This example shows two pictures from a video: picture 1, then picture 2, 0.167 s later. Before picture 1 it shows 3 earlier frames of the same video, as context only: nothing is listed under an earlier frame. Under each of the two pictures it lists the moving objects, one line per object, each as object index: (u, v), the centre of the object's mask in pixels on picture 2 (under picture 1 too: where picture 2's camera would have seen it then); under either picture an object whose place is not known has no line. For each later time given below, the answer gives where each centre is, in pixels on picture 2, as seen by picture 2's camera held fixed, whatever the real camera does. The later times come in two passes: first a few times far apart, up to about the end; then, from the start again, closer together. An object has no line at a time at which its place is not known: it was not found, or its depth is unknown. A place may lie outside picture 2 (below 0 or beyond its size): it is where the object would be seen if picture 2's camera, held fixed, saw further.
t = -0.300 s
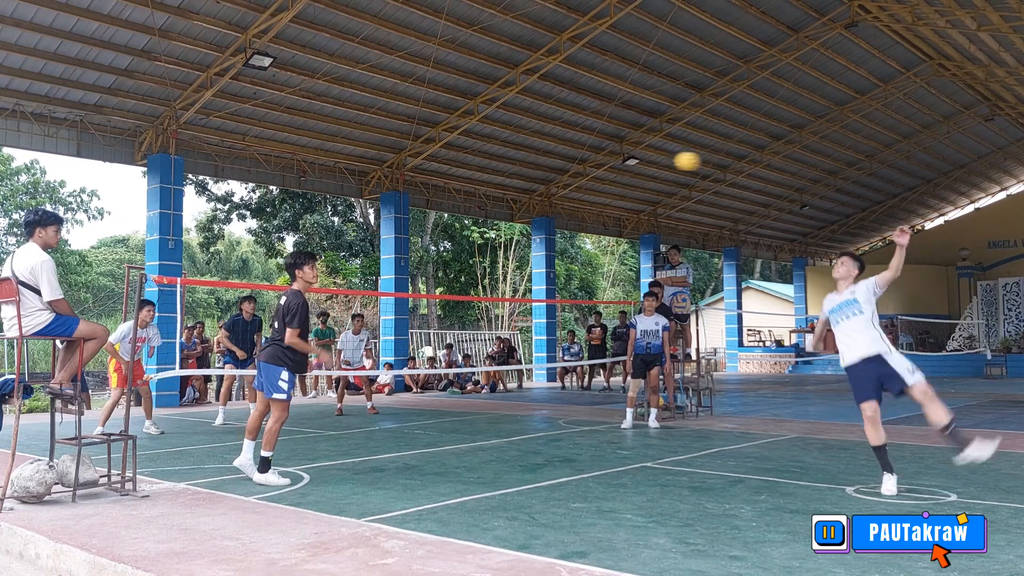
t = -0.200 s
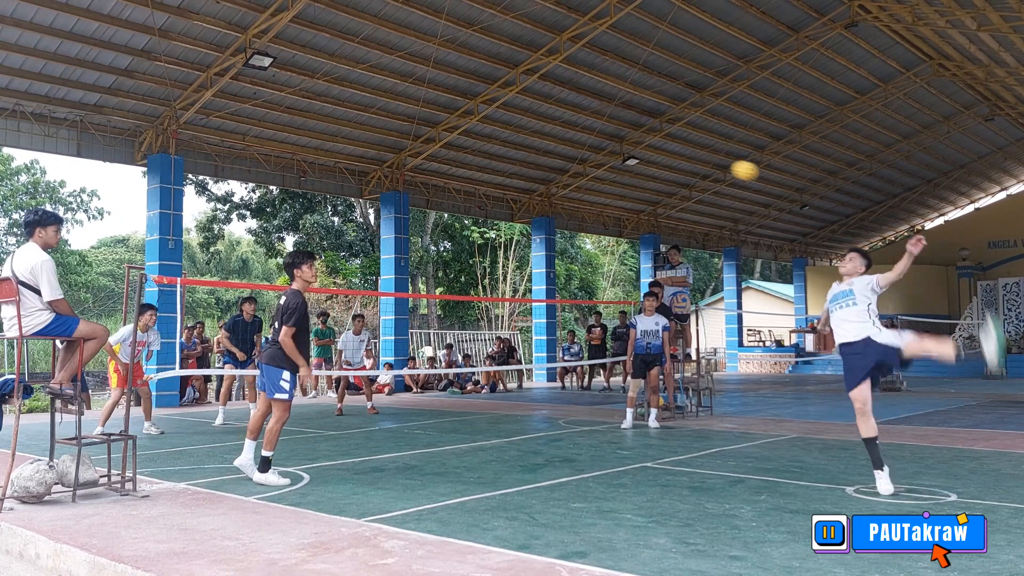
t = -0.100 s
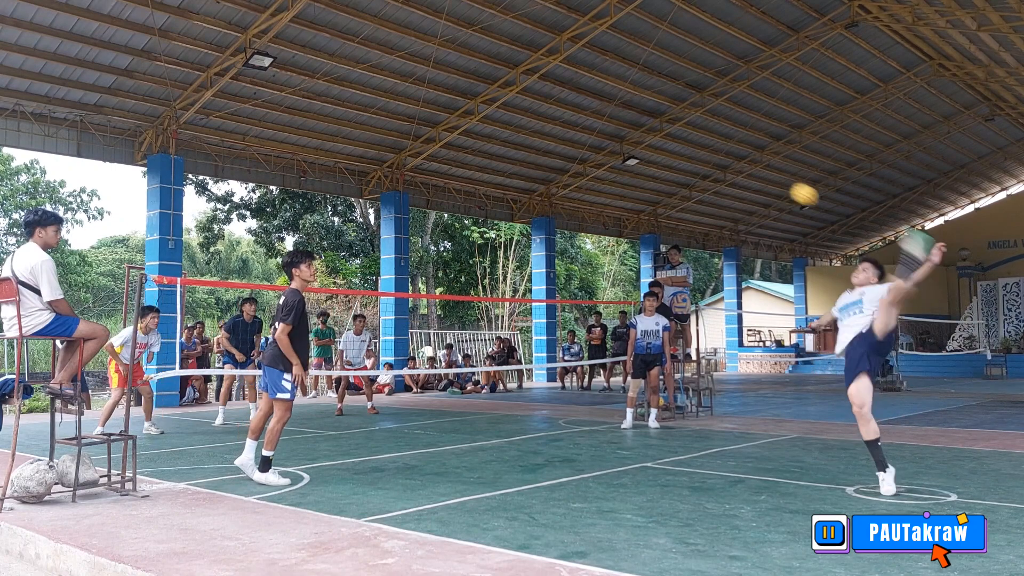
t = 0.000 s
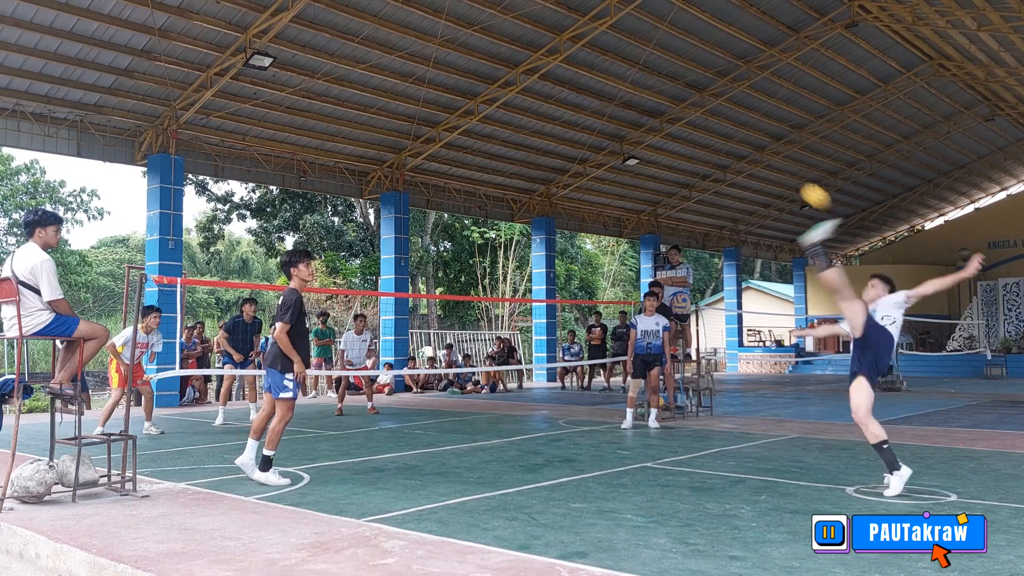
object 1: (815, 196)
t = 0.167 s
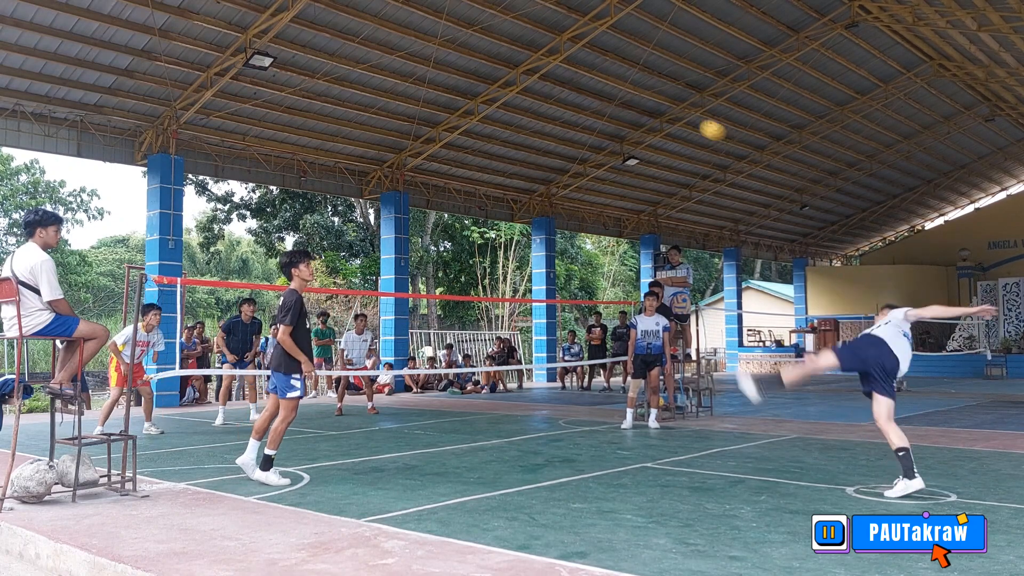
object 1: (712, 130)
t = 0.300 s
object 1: (641, 107)
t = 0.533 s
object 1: (534, 116)
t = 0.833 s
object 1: (420, 204)
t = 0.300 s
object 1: (641, 107)
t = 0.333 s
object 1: (625, 104)
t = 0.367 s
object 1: (608, 103)
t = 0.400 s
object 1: (593, 103)
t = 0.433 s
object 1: (577, 105)
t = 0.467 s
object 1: (563, 107)
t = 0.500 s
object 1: (548, 111)
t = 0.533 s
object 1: (534, 116)
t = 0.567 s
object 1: (520, 122)
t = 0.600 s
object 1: (507, 129)
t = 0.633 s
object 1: (494, 137)
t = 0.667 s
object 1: (481, 146)
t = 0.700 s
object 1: (468, 156)
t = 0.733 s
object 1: (456, 167)
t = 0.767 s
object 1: (443, 179)
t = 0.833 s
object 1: (420, 204)
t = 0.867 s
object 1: (409, 219)
